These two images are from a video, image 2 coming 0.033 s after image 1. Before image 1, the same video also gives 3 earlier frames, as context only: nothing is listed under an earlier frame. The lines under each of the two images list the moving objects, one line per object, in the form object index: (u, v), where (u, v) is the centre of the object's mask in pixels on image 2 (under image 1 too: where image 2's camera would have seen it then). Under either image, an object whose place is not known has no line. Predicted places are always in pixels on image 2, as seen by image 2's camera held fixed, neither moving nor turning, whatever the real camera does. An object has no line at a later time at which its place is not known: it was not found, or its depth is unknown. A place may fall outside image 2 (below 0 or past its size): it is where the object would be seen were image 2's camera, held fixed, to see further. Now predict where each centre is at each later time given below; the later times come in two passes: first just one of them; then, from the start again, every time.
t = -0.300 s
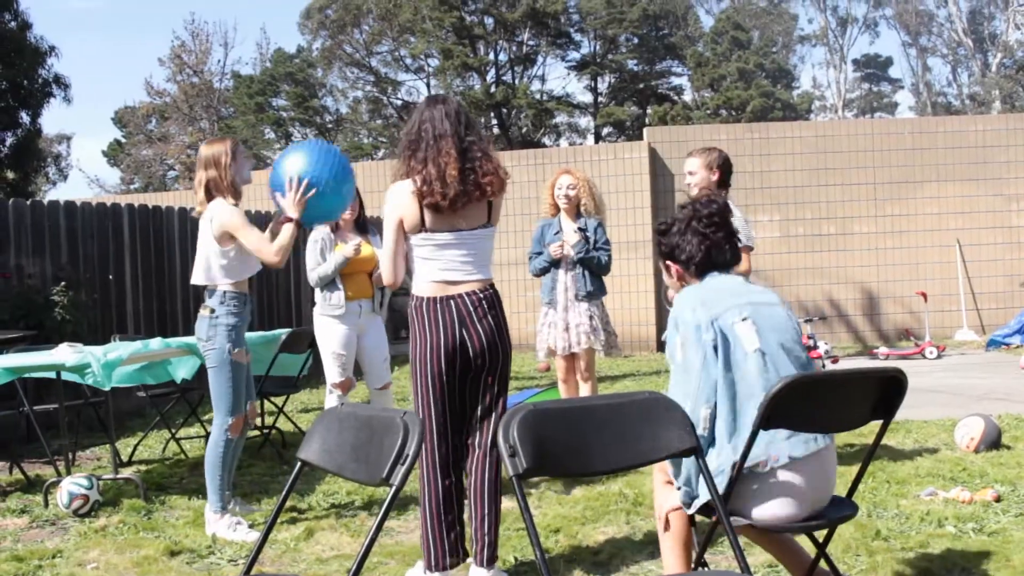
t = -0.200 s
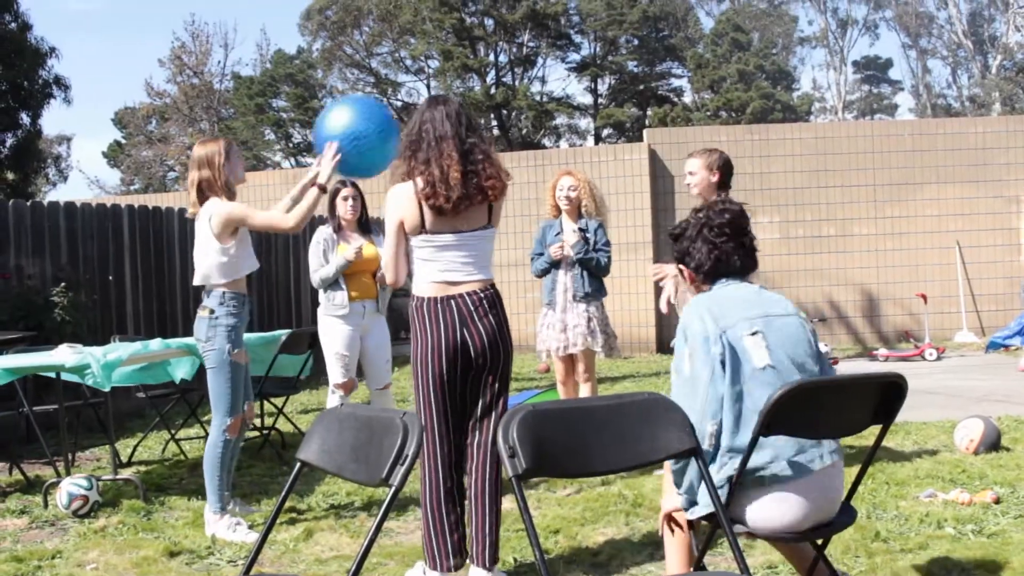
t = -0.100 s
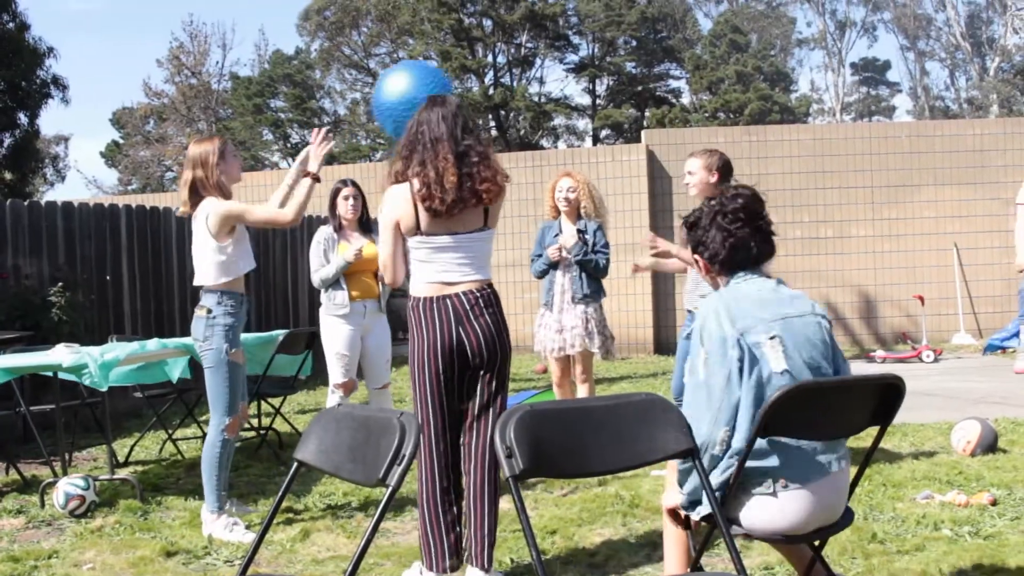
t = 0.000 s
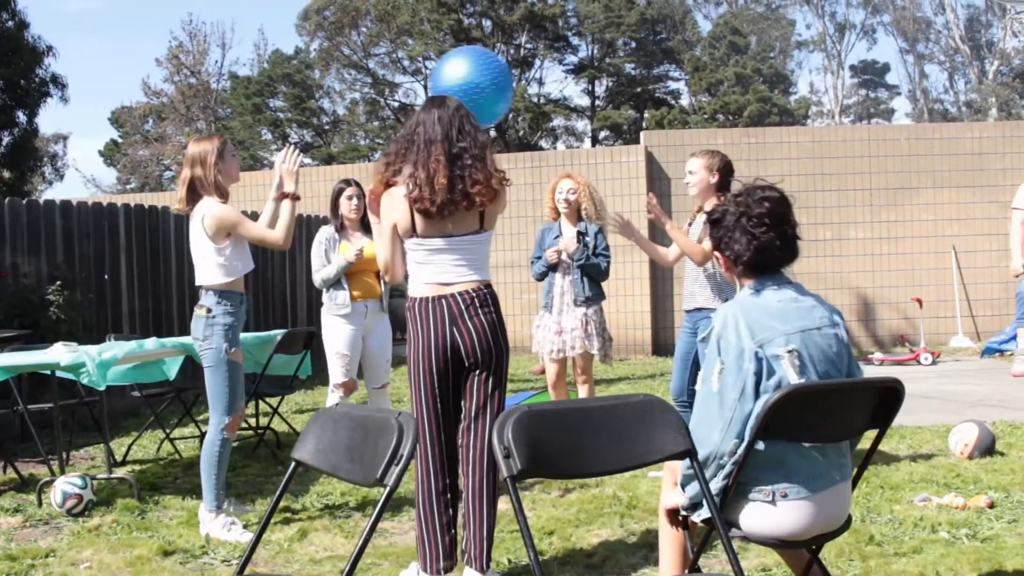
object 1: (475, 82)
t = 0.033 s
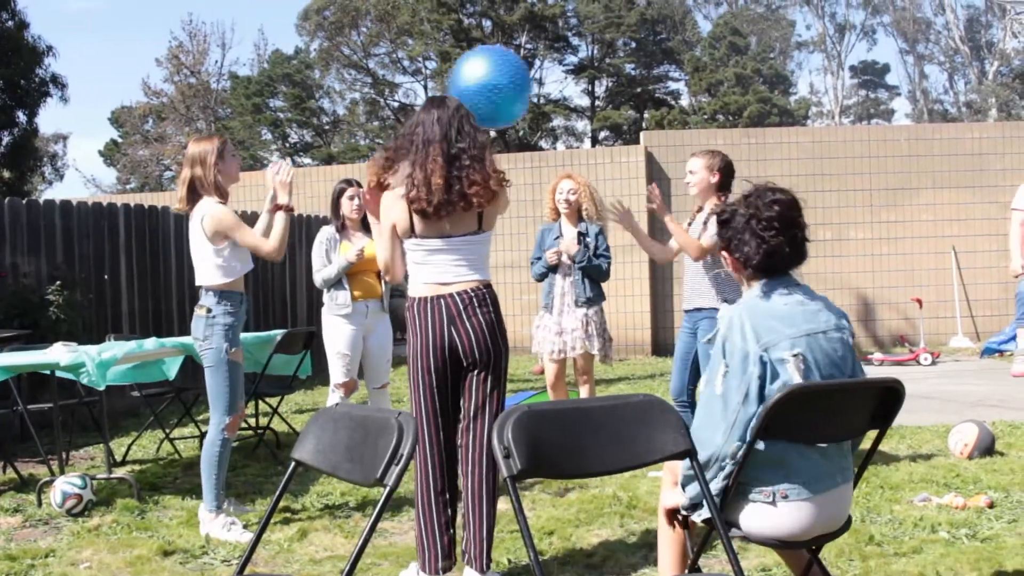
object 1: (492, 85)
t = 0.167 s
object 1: (564, 110)
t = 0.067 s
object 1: (509, 89)
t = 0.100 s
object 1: (528, 94)
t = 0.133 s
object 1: (547, 100)
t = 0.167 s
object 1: (564, 110)
